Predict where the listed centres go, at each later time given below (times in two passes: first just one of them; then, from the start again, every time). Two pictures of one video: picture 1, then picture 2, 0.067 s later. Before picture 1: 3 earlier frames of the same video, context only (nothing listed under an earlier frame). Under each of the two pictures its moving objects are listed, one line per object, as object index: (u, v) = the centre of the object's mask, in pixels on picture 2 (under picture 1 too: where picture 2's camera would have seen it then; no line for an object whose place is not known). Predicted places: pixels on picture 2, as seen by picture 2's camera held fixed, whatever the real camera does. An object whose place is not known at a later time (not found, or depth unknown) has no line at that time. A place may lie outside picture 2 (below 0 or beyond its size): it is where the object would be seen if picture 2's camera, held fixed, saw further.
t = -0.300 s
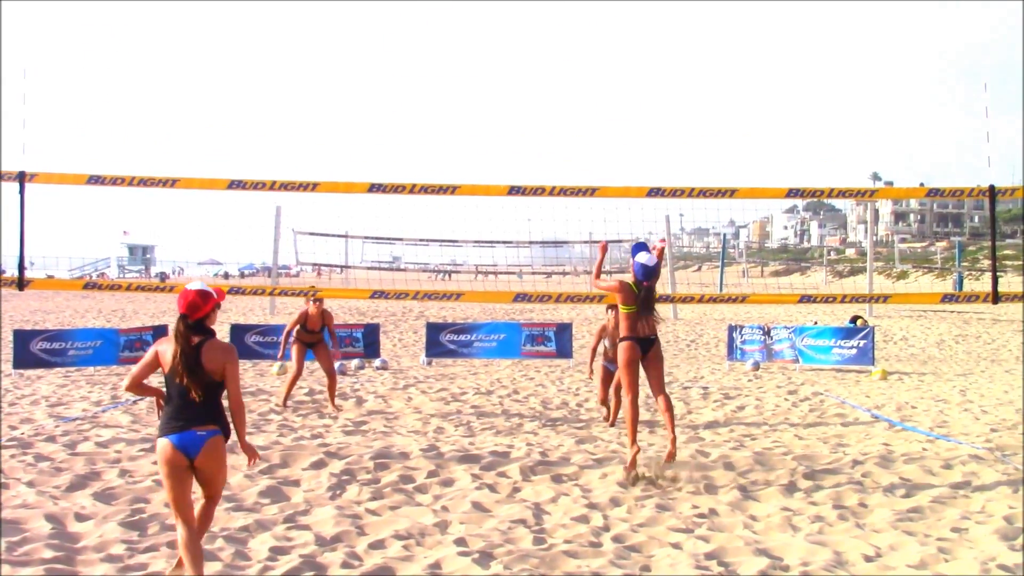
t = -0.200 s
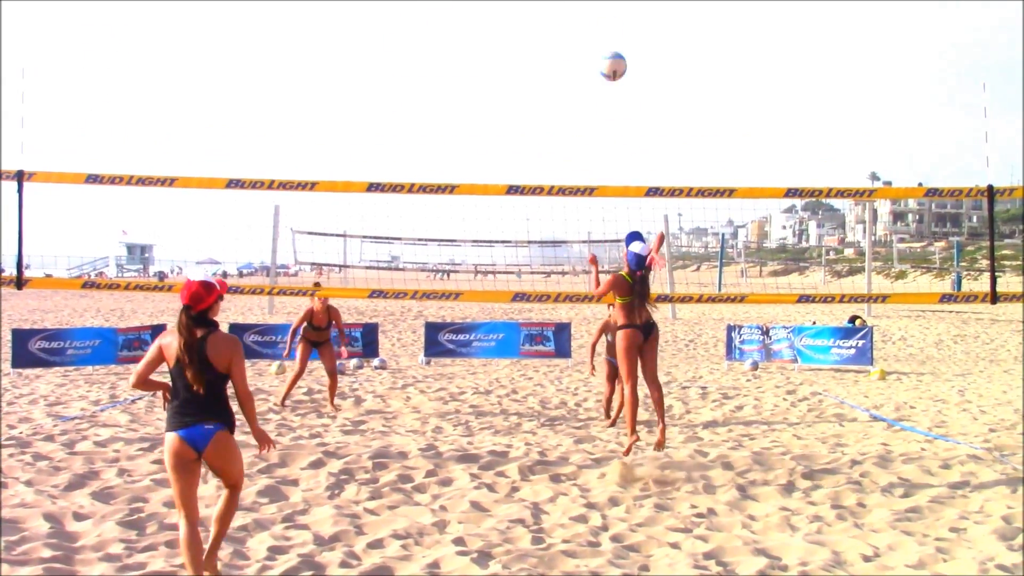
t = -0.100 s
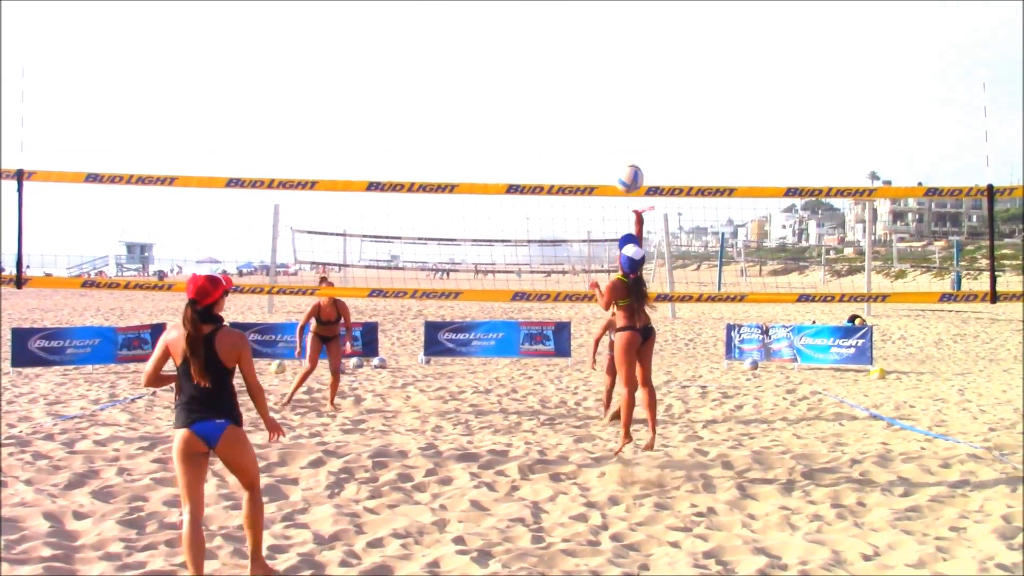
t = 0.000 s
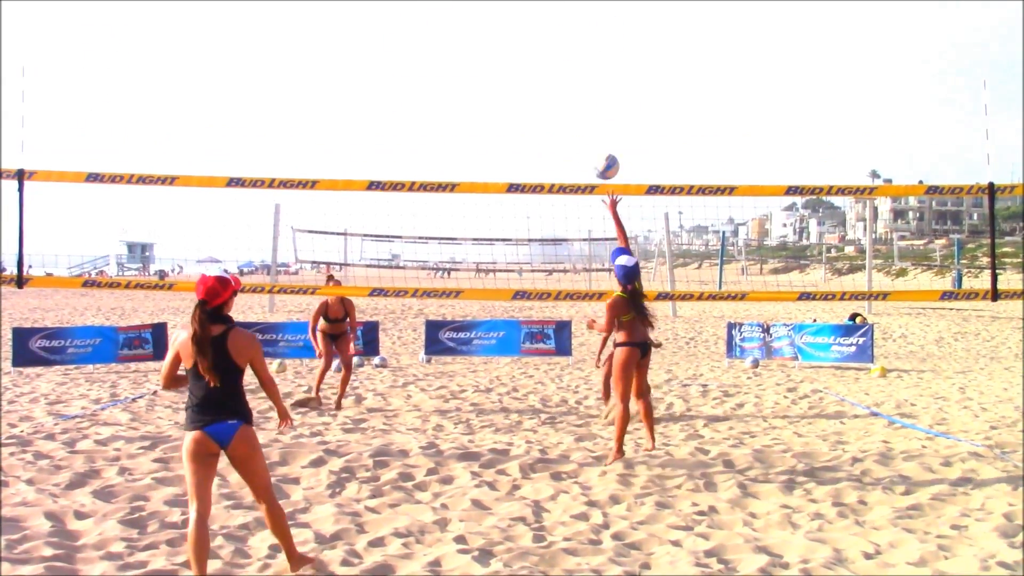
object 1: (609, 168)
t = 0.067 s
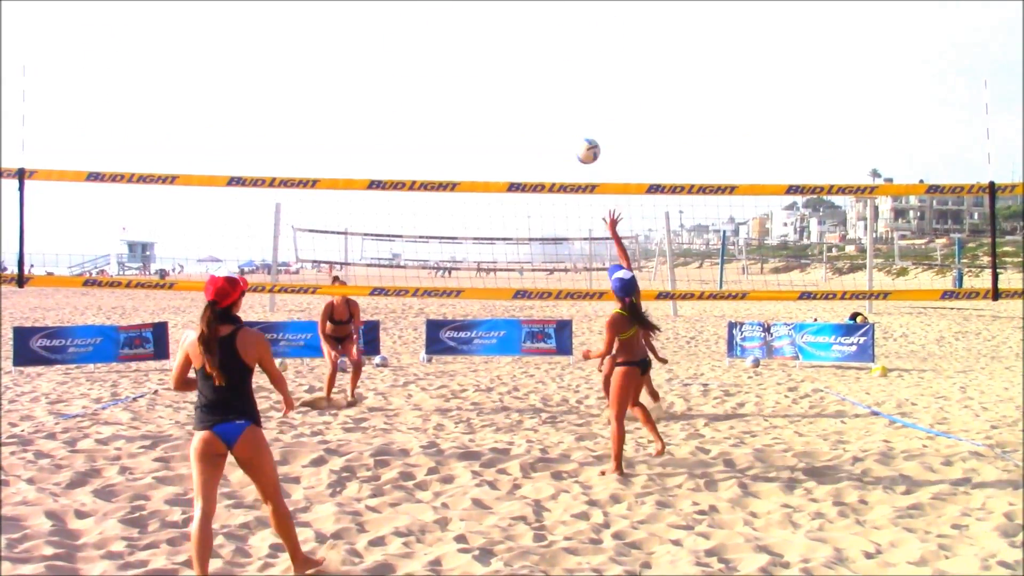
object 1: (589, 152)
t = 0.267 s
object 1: (543, 145)
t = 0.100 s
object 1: (581, 147)
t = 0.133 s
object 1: (572, 144)
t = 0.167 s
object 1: (564, 142)
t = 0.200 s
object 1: (557, 142)
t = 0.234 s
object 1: (550, 142)
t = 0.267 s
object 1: (543, 145)
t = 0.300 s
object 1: (537, 148)
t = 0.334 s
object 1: (530, 152)
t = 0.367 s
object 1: (523, 157)
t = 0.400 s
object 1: (518, 163)
